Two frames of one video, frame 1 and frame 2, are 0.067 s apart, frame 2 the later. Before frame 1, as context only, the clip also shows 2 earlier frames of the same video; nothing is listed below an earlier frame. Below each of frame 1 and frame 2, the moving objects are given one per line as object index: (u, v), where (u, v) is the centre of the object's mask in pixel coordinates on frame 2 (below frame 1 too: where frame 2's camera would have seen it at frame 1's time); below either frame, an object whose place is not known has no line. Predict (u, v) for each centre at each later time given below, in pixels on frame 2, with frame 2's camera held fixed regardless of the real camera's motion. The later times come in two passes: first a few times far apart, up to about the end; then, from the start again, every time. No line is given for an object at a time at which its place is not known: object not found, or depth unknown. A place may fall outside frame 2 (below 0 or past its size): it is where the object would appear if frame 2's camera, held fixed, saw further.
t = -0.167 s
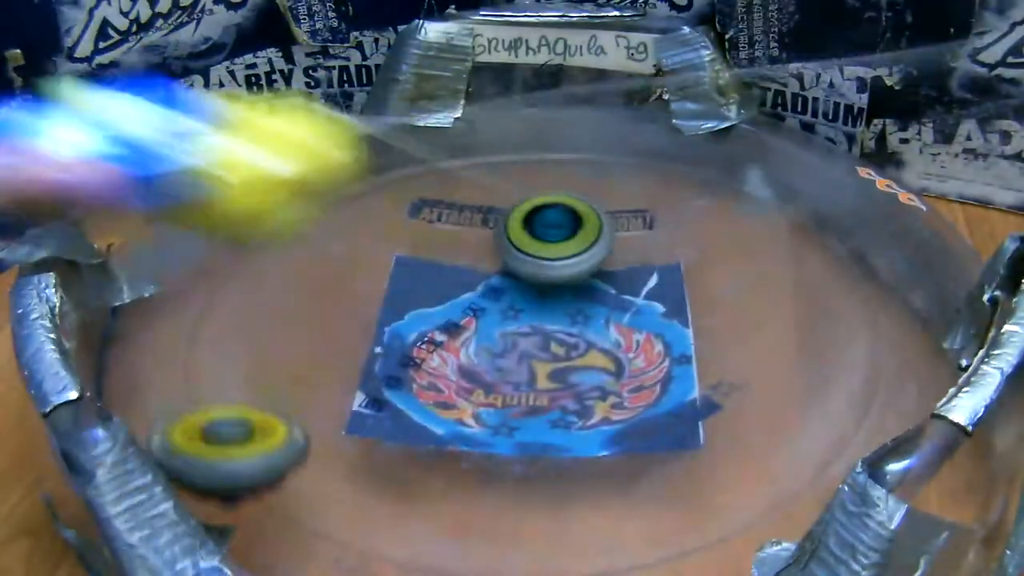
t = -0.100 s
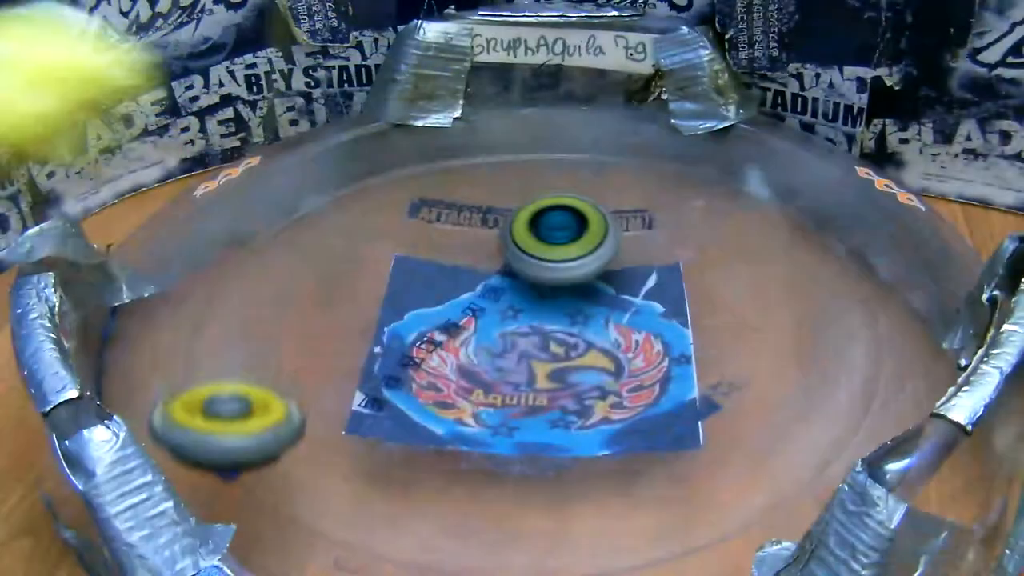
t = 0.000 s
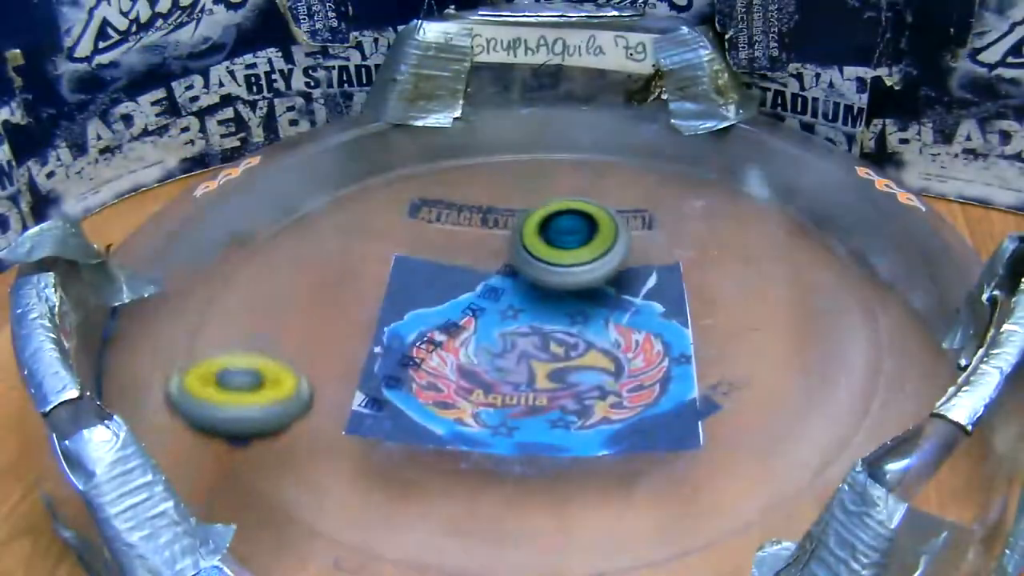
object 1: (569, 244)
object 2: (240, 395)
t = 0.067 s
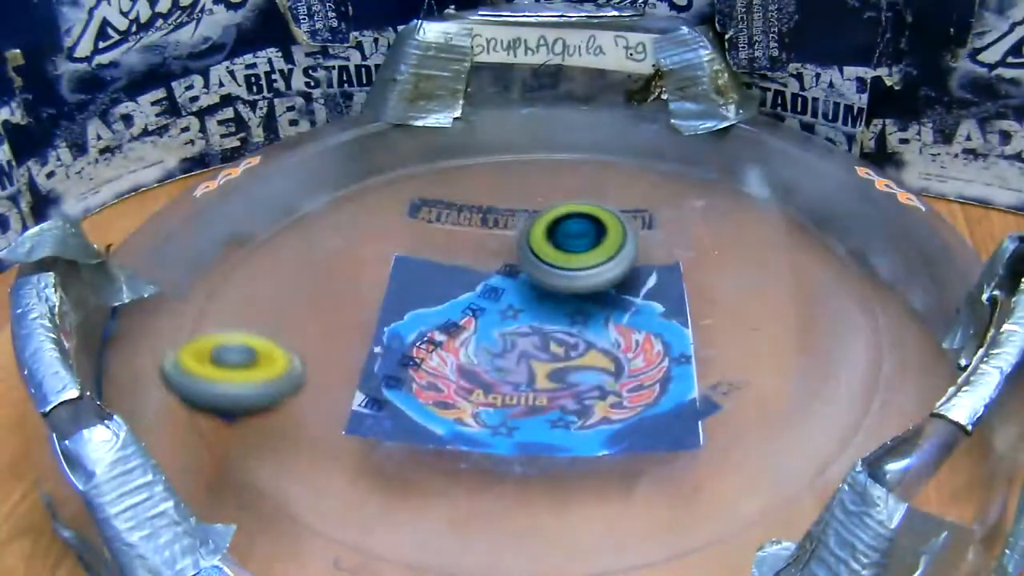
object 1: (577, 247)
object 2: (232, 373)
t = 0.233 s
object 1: (602, 258)
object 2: (205, 319)
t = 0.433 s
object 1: (629, 269)
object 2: (229, 268)
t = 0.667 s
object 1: (649, 279)
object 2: (250, 246)
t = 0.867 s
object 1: (657, 294)
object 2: (262, 225)
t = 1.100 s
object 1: (663, 316)
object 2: (286, 199)
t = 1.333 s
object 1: (661, 332)
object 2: (308, 186)
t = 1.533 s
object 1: (642, 345)
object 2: (320, 208)
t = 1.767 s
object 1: (618, 369)
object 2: (557, 290)
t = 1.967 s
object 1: (665, 407)
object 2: (599, 104)
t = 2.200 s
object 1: (633, 365)
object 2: (400, 274)
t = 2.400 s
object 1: (634, 327)
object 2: (449, 453)
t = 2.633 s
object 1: (495, 311)
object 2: (828, 407)
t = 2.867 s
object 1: (416, 359)
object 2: (739, 167)
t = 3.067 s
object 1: (466, 388)
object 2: (374, 187)
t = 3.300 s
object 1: (540, 346)
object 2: (249, 435)
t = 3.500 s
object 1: (502, 284)
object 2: (762, 457)
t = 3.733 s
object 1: (411, 266)
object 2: (768, 203)
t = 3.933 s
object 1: (410, 291)
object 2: (423, 153)
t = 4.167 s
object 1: (508, 300)
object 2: (195, 364)
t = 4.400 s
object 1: (537, 256)
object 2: (715, 480)
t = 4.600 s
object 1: (513, 242)
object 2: (822, 252)
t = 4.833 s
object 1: (522, 274)
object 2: (506, 123)
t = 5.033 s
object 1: (581, 287)
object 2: (203, 283)
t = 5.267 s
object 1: (626, 271)
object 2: (478, 504)
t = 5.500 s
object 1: (609, 276)
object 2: (840, 328)
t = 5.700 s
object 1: (613, 303)
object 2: (719, 150)
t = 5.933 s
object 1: (640, 323)
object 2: (377, 159)
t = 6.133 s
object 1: (648, 324)
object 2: (247, 325)
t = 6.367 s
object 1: (612, 335)
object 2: (594, 499)
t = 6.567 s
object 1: (589, 355)
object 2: (857, 331)
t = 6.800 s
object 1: (590, 365)
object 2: (721, 159)
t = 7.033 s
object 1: (566, 352)
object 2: (356, 193)
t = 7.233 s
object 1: (524, 346)
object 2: (275, 374)
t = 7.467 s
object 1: (506, 349)
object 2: (646, 509)
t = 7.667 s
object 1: (513, 337)
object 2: (838, 313)
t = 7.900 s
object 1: (494, 311)
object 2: (607, 160)
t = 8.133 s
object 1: (475, 301)
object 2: (270, 247)
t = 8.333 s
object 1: (484, 298)
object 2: (309, 424)
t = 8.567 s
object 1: (501, 287)
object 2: (700, 454)
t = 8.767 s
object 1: (511, 279)
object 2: (788, 257)
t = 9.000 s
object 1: (527, 277)
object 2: (507, 150)
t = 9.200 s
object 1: (549, 281)
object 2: (267, 253)
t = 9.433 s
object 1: (574, 279)
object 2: (437, 442)
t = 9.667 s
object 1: (583, 283)
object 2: (783, 353)
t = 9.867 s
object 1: (589, 297)
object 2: (716, 185)
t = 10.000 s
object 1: (598, 308)
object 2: (540, 152)
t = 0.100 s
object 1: (582, 250)
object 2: (220, 361)
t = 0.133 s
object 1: (586, 252)
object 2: (204, 349)
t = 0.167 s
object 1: (591, 254)
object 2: (193, 333)
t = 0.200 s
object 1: (596, 256)
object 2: (196, 327)
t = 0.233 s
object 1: (602, 258)
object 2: (205, 319)
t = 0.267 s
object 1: (606, 260)
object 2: (209, 309)
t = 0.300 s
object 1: (610, 262)
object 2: (210, 297)
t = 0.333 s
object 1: (616, 263)
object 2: (207, 286)
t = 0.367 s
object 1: (621, 265)
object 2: (212, 277)
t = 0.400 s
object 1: (625, 267)
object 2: (222, 273)
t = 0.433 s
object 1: (629, 269)
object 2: (229, 268)
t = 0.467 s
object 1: (633, 270)
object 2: (233, 262)
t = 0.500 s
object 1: (636, 272)
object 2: (235, 256)
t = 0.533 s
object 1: (639, 273)
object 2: (234, 250)
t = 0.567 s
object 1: (641, 275)
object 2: (232, 245)
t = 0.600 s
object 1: (644, 276)
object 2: (239, 246)
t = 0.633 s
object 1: (647, 278)
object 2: (246, 247)
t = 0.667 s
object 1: (649, 279)
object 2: (250, 246)
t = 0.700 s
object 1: (651, 281)
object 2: (254, 244)
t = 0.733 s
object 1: (652, 283)
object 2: (255, 241)
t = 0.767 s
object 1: (654, 285)
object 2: (256, 236)
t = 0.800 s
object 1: (655, 288)
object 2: (255, 230)
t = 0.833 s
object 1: (656, 291)
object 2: (254, 223)
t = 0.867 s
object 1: (657, 294)
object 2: (262, 225)
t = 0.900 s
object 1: (657, 297)
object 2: (270, 225)
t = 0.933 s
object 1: (658, 300)
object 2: (275, 223)
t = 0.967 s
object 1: (659, 304)
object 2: (280, 220)
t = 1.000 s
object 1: (659, 307)
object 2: (283, 216)
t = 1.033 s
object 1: (660, 310)
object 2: (285, 211)
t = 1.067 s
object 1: (662, 313)
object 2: (285, 205)
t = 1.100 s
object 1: (663, 316)
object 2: (286, 199)
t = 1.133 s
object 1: (663, 319)
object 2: (292, 201)
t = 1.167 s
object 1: (664, 321)
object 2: (298, 201)
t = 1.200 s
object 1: (664, 324)
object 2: (302, 200)
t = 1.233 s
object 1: (664, 326)
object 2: (305, 198)
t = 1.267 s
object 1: (664, 327)
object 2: (307, 194)
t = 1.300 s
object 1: (663, 329)
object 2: (307, 190)
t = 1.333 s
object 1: (661, 332)
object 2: (308, 186)
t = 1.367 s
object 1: (659, 333)
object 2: (313, 190)
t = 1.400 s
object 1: (656, 335)
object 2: (317, 192)
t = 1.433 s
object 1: (653, 337)
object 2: (320, 195)
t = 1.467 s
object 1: (650, 340)
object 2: (321, 197)
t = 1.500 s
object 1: (646, 342)
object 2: (321, 201)
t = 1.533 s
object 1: (642, 345)
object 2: (320, 208)
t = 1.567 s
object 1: (637, 348)
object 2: (322, 217)
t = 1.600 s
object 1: (633, 351)
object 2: (336, 233)
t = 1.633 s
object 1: (629, 354)
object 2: (362, 252)
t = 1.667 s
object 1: (625, 357)
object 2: (402, 274)
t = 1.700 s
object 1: (622, 359)
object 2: (449, 287)
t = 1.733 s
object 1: (618, 362)
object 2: (506, 297)
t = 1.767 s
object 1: (618, 369)
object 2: (557, 290)
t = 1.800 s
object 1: (631, 389)
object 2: (594, 259)
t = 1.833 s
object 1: (638, 400)
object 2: (611, 224)
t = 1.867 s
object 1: (646, 406)
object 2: (620, 189)
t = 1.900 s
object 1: (653, 409)
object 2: (621, 156)
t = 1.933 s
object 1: (661, 409)
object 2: (615, 128)
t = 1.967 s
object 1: (665, 407)
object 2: (599, 104)
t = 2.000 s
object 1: (669, 403)
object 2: (573, 111)
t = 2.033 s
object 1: (672, 397)
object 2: (536, 131)
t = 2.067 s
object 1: (671, 390)
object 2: (501, 150)
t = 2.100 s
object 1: (666, 383)
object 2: (464, 173)
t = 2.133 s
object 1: (659, 377)
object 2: (432, 203)
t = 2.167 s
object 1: (645, 371)
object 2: (411, 235)
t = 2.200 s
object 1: (633, 365)
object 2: (400, 274)
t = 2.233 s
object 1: (617, 361)
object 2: (405, 310)
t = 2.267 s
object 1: (602, 357)
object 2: (429, 345)
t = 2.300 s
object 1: (601, 352)
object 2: (445, 373)
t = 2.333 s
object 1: (621, 342)
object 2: (432, 402)
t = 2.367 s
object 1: (631, 334)
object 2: (434, 426)
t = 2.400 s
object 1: (634, 327)
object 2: (449, 453)
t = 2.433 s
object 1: (627, 321)
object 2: (477, 477)
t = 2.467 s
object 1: (613, 315)
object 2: (521, 496)
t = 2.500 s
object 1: (594, 312)
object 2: (580, 506)
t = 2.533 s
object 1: (568, 309)
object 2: (651, 504)
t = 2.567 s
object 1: (544, 309)
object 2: (716, 482)
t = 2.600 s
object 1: (518, 309)
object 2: (777, 449)
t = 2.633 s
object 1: (495, 311)
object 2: (828, 407)
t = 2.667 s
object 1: (474, 315)
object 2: (859, 361)
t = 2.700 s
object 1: (454, 322)
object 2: (871, 319)
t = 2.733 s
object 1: (440, 328)
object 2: (867, 274)
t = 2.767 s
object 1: (428, 335)
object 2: (850, 241)
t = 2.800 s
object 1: (421, 343)
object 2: (821, 211)
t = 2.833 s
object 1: (417, 350)
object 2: (785, 187)
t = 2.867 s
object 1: (416, 359)
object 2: (739, 167)
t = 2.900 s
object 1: (418, 366)
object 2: (688, 156)
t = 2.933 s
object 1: (424, 373)
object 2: (628, 147)
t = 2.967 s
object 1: (430, 378)
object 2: (562, 145)
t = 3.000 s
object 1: (438, 383)
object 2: (497, 152)
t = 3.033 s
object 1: (454, 387)
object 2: (433, 165)
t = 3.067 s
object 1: (466, 388)
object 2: (374, 187)
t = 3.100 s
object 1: (480, 387)
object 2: (319, 215)
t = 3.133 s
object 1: (495, 385)
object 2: (276, 246)
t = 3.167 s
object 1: (509, 380)
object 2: (246, 277)
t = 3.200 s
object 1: (520, 374)
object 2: (227, 313)
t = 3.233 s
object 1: (529, 366)
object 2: (224, 349)
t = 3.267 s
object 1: (536, 357)
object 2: (230, 394)
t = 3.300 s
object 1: (540, 346)
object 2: (249, 435)
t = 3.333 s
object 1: (541, 334)
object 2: (310, 472)
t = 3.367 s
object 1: (539, 323)
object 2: (396, 504)
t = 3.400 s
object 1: (533, 312)
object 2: (497, 520)
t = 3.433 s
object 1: (525, 302)
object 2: (603, 513)
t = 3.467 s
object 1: (515, 292)
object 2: (694, 491)
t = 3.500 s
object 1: (502, 284)
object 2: (762, 457)
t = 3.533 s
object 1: (486, 277)
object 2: (816, 414)
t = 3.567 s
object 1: (472, 272)
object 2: (847, 372)
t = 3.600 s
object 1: (458, 269)
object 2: (858, 330)
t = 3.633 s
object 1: (444, 266)
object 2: (853, 298)
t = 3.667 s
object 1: (431, 264)
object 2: (836, 262)
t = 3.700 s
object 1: (420, 265)
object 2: (807, 231)
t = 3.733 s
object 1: (411, 266)
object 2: (768, 203)
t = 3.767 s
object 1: (403, 268)
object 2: (725, 183)
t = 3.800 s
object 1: (398, 272)
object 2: (672, 164)
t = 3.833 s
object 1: (395, 275)
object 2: (612, 152)
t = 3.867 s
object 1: (397, 280)
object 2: (550, 144)
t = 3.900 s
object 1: (401, 285)
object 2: (487, 147)
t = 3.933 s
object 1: (410, 291)
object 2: (423, 153)
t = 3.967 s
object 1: (420, 296)
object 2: (364, 167)
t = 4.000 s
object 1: (434, 300)
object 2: (306, 188)
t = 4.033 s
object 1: (449, 303)
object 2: (261, 209)
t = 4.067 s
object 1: (465, 304)
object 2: (227, 247)
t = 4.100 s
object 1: (481, 305)
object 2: (200, 286)
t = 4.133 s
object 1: (495, 303)
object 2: (191, 325)
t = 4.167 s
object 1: (508, 300)
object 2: (195, 364)
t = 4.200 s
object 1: (519, 295)
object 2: (221, 410)
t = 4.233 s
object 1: (527, 289)
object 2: (274, 453)
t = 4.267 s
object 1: (532, 283)
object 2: (349, 488)
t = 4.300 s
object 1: (536, 276)
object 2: (446, 515)
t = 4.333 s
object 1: (539, 268)
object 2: (546, 519)
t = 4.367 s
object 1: (539, 262)
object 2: (635, 509)
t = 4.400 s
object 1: (537, 256)
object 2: (715, 480)
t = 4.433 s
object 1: (536, 250)
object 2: (775, 444)
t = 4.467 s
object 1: (532, 246)
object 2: (816, 405)
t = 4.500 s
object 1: (528, 242)
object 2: (833, 366)
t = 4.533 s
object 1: (523, 241)
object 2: (843, 325)
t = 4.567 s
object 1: (518, 241)
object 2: (839, 287)
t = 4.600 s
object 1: (513, 242)
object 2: (822, 252)
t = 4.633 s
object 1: (510, 244)
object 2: (799, 217)
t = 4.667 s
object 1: (507, 247)
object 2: (762, 188)
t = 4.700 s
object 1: (505, 251)
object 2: (721, 166)
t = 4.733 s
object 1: (505, 256)
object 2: (674, 147)
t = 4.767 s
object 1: (509, 262)
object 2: (619, 130)
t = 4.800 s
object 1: (514, 268)
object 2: (565, 121)
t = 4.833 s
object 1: (522, 274)
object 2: (506, 123)
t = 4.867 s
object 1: (530, 279)
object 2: (440, 132)
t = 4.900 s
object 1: (540, 282)
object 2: (374, 153)
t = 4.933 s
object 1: (551, 284)
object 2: (316, 176)
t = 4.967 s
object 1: (560, 286)
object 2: (266, 211)
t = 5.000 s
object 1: (571, 287)
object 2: (227, 247)
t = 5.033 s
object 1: (581, 287)
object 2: (203, 283)
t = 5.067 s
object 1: (592, 285)
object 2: (198, 324)
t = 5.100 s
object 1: (601, 283)
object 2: (206, 360)
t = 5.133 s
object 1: (610, 280)
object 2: (232, 398)
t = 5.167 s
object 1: (616, 278)
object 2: (271, 432)
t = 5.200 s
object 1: (622, 276)
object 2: (324, 464)
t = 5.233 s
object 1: (625, 273)
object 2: (402, 492)
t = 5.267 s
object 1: (626, 271)
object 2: (478, 504)
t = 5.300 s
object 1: (626, 269)
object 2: (557, 506)
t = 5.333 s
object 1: (625, 268)
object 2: (634, 493)
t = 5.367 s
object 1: (623, 267)
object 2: (703, 468)
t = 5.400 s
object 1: (619, 267)
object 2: (758, 435)
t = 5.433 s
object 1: (615, 269)
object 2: (797, 402)
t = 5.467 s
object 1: (612, 272)
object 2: (826, 362)
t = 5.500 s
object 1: (609, 276)
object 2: (840, 328)
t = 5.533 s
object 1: (608, 280)
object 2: (846, 287)
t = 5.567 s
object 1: (607, 285)
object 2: (837, 255)
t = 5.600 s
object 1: (607, 290)
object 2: (819, 219)
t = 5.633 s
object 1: (609, 294)
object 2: (797, 194)
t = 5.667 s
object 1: (611, 299)
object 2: (760, 170)
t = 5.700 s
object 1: (613, 303)
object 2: (719, 150)
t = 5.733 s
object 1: (616, 306)
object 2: (673, 137)
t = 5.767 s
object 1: (620, 310)
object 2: (622, 129)
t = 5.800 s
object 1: (623, 314)
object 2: (569, 124)
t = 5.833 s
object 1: (627, 317)
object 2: (517, 125)
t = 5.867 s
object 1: (631, 319)
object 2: (468, 130)
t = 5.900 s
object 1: (636, 321)
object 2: (419, 143)
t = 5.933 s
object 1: (640, 323)
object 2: (377, 159)
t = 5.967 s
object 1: (643, 324)
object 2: (330, 181)
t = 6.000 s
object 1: (646, 325)
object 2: (292, 206)
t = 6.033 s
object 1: (648, 325)
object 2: (260, 233)
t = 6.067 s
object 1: (649, 324)
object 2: (243, 261)
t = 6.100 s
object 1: (649, 324)
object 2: (237, 293)
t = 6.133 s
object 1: (648, 324)
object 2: (247, 325)
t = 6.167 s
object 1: (646, 324)
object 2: (271, 361)
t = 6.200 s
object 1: (642, 325)
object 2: (303, 397)
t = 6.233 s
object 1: (636, 326)
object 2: (343, 433)
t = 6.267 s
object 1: (631, 327)
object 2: (387, 465)
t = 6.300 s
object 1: (624, 329)
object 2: (449, 488)
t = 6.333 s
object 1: (617, 332)
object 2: (521, 499)
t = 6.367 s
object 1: (612, 335)
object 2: (594, 499)
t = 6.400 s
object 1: (606, 338)
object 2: (666, 488)
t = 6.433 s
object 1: (601, 342)
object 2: (727, 465)
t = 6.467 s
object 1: (596, 345)
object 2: (781, 434)
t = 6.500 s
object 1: (593, 349)
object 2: (818, 400)
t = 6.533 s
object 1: (590, 352)
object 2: (846, 363)
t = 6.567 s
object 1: (589, 355)
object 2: (857, 331)
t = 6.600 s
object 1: (588, 358)
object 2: (864, 297)
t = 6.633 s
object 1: (588, 360)
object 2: (858, 268)
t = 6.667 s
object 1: (588, 362)
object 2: (844, 240)
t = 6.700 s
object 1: (589, 364)
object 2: (826, 216)
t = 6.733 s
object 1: (589, 365)
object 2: (798, 192)
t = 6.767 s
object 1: (590, 365)
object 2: (764, 175)
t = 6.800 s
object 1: (590, 365)
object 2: (721, 159)
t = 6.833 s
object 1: (589, 364)
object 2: (674, 148)
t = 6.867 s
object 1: (588, 363)
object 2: (622, 141)
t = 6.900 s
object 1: (585, 361)
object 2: (567, 138)
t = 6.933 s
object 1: (582, 359)
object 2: (513, 142)
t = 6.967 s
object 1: (578, 356)
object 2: (456, 154)
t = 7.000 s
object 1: (573, 354)
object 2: (403, 168)
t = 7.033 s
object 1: (566, 352)
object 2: (356, 193)
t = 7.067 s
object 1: (559, 351)
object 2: (311, 219)
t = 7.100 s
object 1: (551, 350)
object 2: (279, 247)
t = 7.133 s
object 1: (544, 348)
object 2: (259, 275)
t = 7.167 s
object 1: (536, 346)
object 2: (251, 305)
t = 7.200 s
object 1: (530, 346)
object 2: (257, 337)
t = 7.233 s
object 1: (524, 346)
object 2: (275, 374)
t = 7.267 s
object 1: (519, 346)
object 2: (300, 413)
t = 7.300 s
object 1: (515, 346)
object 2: (327, 449)
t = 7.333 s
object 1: (511, 347)
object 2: (372, 480)
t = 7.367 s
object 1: (508, 347)
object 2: (431, 504)
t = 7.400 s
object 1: (506, 348)
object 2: (499, 517)
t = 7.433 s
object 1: (506, 349)
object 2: (570, 519)
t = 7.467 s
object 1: (506, 349)
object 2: (646, 509)
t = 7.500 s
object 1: (506, 349)
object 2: (713, 482)
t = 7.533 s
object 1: (508, 348)
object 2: (766, 450)
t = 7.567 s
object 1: (510, 347)
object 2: (804, 417)
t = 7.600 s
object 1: (511, 344)
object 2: (827, 381)
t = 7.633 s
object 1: (513, 340)
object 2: (836, 347)
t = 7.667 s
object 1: (513, 337)
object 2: (838, 313)
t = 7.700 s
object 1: (513, 332)
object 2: (830, 282)
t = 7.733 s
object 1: (512, 328)
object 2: (811, 253)
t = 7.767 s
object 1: (509, 324)
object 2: (786, 225)
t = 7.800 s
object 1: (506, 320)
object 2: (750, 202)
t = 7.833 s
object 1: (502, 316)
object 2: (705, 184)
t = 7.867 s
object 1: (498, 314)
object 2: (659, 169)
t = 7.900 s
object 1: (494, 311)
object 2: (607, 160)
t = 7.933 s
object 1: (490, 309)
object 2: (552, 157)
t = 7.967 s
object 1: (487, 306)
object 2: (496, 159)
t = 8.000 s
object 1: (483, 305)
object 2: (445, 165)
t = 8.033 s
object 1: (480, 303)
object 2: (394, 181)
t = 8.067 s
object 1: (478, 302)
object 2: (347, 201)
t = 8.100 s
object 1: (476, 302)
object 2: (302, 223)
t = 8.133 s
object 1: (475, 301)
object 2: (270, 247)
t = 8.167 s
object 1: (475, 301)
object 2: (251, 272)
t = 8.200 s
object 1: (476, 301)
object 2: (242, 299)
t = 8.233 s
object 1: (478, 300)
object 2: (245, 327)
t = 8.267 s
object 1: (480, 300)
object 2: (260, 359)
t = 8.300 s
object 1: (482, 299)
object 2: (281, 391)
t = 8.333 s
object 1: (484, 298)
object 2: (309, 424)
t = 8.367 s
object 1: (487, 296)
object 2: (342, 454)
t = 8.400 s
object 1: (488, 295)
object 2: (392, 479)
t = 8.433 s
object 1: (493, 294)
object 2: (450, 491)
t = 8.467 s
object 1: (495, 292)
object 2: (519, 497)
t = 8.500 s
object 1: (497, 290)
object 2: (586, 492)
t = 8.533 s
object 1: (499, 288)
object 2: (648, 479)
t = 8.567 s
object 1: (501, 287)
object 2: (700, 454)
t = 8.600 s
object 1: (503, 285)
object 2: (739, 424)
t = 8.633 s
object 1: (504, 284)
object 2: (768, 394)
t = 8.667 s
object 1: (507, 282)
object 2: (794, 356)
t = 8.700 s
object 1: (508, 281)
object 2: (800, 324)
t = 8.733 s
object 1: (509, 280)
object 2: (801, 286)
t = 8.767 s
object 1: (511, 279)
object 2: (788, 257)
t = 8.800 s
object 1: (513, 278)
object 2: (767, 231)
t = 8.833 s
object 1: (515, 278)
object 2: (733, 203)
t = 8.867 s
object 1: (517, 278)
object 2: (699, 184)
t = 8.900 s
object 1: (520, 277)
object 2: (652, 167)
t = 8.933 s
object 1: (523, 277)
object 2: (609, 157)
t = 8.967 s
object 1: (525, 276)
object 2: (558, 151)
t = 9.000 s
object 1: (527, 277)
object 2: (507, 150)
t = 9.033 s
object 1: (530, 278)
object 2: (459, 157)
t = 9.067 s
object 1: (532, 279)
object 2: (411, 166)
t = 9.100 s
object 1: (536, 280)
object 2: (368, 184)
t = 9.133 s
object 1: (540, 280)
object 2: (326, 203)
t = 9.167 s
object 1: (544, 281)
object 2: (291, 228)
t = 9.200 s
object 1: (549, 281)
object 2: (267, 253)
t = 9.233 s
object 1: (553, 281)
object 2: (259, 278)
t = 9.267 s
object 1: (558, 281)
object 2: (260, 306)
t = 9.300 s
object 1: (562, 282)
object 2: (278, 336)
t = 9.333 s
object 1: (565, 281)
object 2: (308, 368)
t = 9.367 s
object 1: (569, 281)
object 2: (342, 397)
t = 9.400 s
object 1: (572, 280)
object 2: (384, 423)
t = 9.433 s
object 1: (574, 279)
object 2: (437, 442)
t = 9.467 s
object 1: (576, 279)
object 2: (496, 457)
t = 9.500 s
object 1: (577, 280)
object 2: (554, 459)
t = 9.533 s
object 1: (579, 280)
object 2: (614, 455)
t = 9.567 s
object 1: (580, 280)
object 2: (668, 440)
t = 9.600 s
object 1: (582, 281)
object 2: (716, 417)
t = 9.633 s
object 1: (583, 282)
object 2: (755, 385)
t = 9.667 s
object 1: (583, 283)
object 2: (783, 353)
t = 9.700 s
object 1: (584, 285)
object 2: (798, 321)
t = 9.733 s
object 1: (585, 287)
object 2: (804, 285)
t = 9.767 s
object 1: (585, 289)
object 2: (794, 257)
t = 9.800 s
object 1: (587, 292)
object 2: (775, 228)
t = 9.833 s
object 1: (588, 295)
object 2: (746, 203)
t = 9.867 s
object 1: (589, 297)
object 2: (716, 185)
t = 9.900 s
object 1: (590, 300)
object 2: (676, 170)
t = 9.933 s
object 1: (592, 303)
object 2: (633, 159)
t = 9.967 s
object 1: (595, 306)
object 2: (587, 152)
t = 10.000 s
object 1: (598, 308)
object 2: (540, 152)
